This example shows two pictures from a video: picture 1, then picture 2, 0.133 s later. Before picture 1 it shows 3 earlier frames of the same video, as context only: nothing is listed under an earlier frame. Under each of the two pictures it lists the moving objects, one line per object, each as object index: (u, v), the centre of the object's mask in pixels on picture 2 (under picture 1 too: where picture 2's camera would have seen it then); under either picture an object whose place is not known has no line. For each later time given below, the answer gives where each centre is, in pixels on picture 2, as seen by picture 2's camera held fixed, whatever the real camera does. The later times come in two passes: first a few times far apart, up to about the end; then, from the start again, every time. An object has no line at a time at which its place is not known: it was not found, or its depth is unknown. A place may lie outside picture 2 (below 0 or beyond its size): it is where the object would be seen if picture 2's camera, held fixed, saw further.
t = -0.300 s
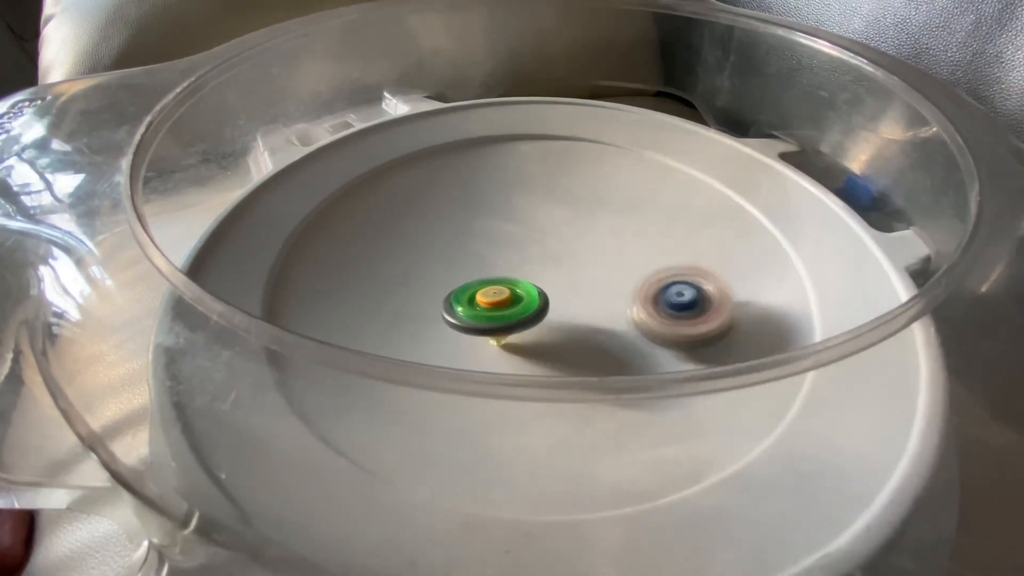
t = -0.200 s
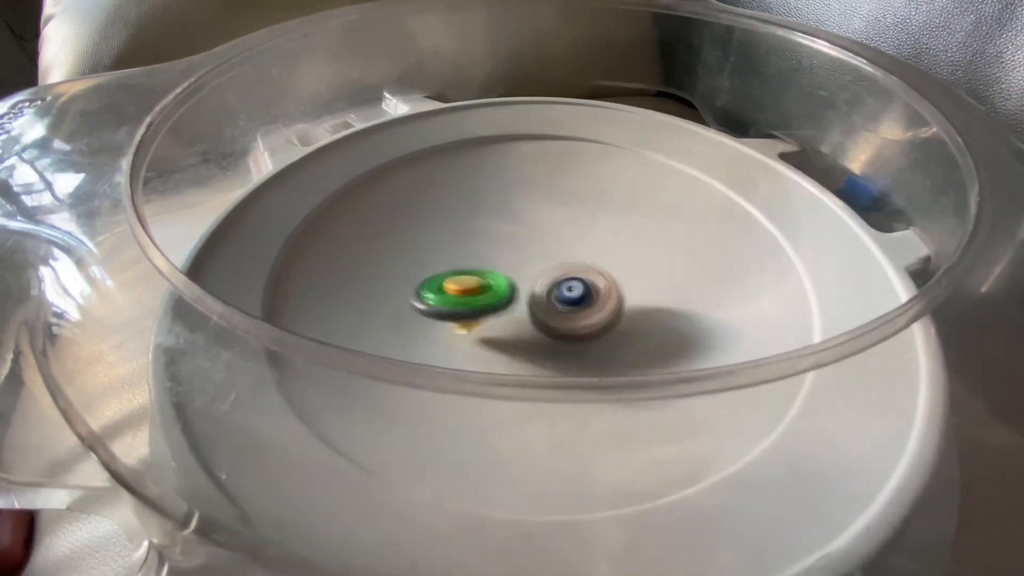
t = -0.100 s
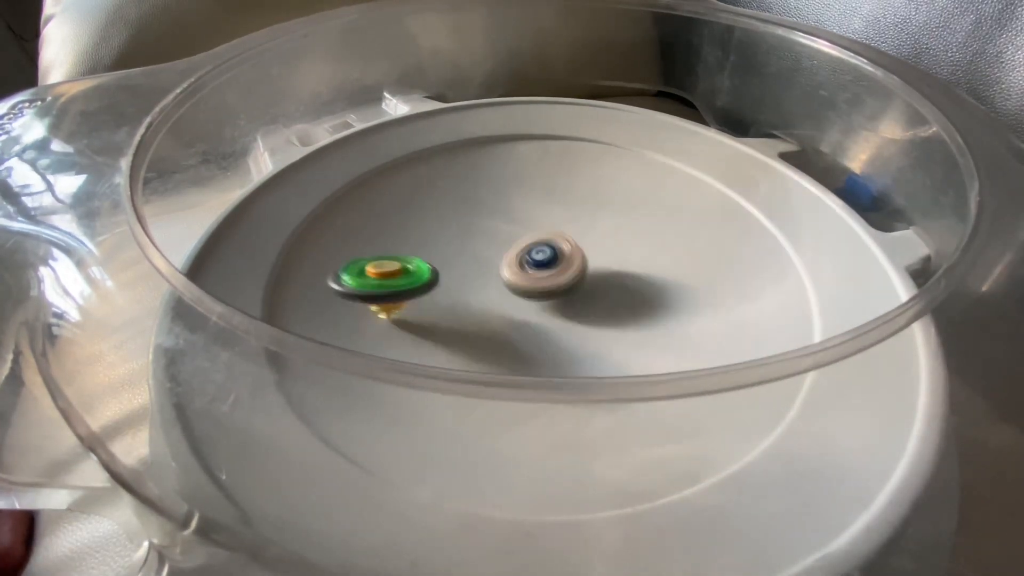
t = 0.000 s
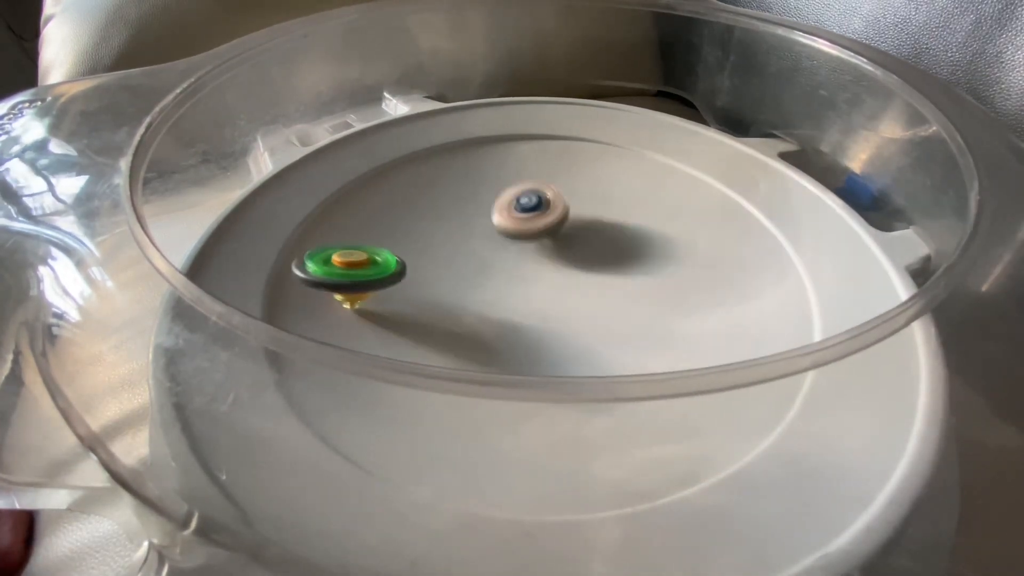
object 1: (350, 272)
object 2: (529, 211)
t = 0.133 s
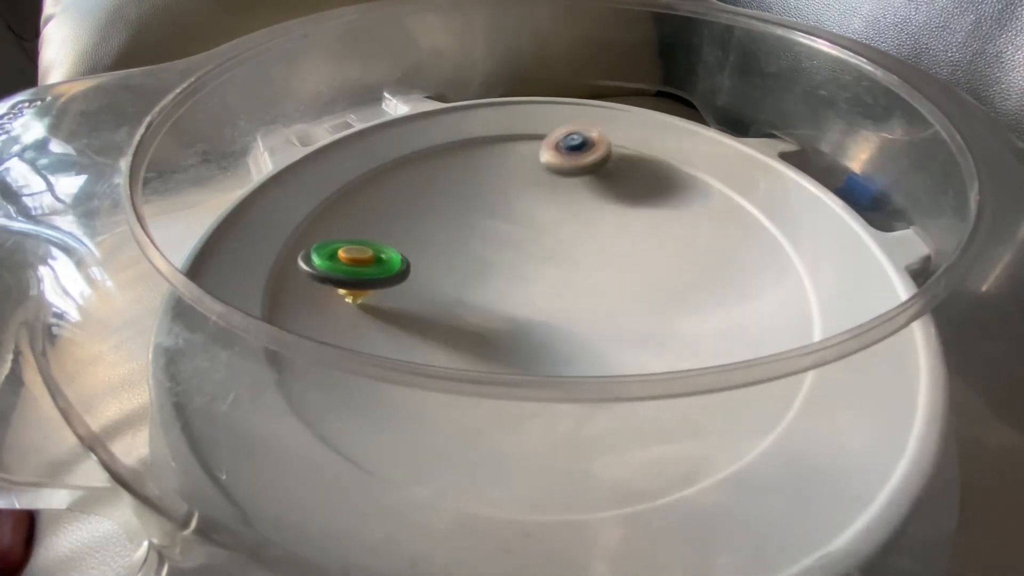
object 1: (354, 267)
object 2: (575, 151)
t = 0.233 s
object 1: (387, 262)
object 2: (638, 139)
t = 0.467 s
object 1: (486, 237)
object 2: (699, 253)
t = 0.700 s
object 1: (532, 199)
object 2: (476, 264)
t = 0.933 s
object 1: (546, 171)
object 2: (468, 142)
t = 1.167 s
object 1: (619, 246)
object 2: (609, 156)
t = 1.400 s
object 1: (722, 322)
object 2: (621, 285)
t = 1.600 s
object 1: (749, 274)
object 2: (425, 298)
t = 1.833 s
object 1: (739, 229)
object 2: (396, 172)
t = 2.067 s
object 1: (728, 225)
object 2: (574, 167)
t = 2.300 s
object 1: (809, 277)
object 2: (602, 255)
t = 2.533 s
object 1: (798, 312)
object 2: (441, 327)
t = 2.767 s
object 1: (771, 351)
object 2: (414, 210)
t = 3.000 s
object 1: (663, 342)
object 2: (608, 214)
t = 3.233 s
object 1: (551, 325)
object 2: (682, 340)
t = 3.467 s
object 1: (480, 288)
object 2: (429, 422)
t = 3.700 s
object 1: (487, 187)
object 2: (431, 252)
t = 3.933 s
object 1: (614, 163)
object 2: (563, 201)
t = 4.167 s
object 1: (685, 125)
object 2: (596, 283)
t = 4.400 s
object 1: (614, 141)
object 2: (671, 276)
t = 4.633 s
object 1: (548, 188)
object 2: (618, 281)
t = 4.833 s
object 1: (502, 148)
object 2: (675, 303)
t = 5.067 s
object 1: (495, 145)
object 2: (576, 326)
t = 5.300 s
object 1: (527, 153)
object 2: (555, 213)
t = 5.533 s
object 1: (558, 162)
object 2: (681, 183)
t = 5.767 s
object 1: (597, 196)
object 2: (699, 284)
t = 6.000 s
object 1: (635, 229)
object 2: (503, 269)
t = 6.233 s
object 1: (655, 264)
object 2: (509, 167)
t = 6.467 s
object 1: (659, 300)
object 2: (645, 170)
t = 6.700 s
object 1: (638, 345)
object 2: (643, 263)
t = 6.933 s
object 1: (529, 514)
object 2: (529, 226)
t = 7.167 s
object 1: (450, 466)
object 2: (486, 225)
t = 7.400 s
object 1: (469, 339)
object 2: (510, 228)
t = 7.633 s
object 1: (462, 287)
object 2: (604, 223)
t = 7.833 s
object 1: (499, 252)
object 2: (656, 290)
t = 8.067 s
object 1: (523, 201)
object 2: (507, 325)
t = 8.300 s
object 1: (566, 175)
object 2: (496, 225)
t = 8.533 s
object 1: (716, 129)
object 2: (500, 232)
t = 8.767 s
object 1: (758, 169)
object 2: (572, 274)
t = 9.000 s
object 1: (837, 211)
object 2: (477, 294)
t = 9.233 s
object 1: (874, 255)
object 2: (548, 236)
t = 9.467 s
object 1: (838, 293)
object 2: (652, 292)
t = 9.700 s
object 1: (728, 332)
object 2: (540, 339)
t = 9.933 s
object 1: (584, 327)
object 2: (517, 245)
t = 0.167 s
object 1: (363, 266)
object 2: (595, 142)
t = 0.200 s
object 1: (374, 264)
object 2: (619, 134)
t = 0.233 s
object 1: (387, 262)
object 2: (638, 139)
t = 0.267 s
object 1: (401, 260)
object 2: (655, 153)
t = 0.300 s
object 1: (415, 257)
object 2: (675, 162)
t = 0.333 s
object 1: (431, 254)
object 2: (695, 173)
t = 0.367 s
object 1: (446, 249)
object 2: (711, 188)
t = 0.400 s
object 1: (460, 246)
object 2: (716, 209)
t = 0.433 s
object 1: (474, 241)
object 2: (713, 231)
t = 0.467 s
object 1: (486, 237)
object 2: (699, 253)
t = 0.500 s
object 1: (497, 233)
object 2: (675, 271)
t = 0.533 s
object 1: (506, 227)
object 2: (640, 285)
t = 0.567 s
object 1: (513, 221)
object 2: (605, 291)
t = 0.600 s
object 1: (519, 216)
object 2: (570, 293)
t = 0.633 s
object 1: (524, 210)
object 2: (533, 289)
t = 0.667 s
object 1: (529, 204)
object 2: (501, 279)
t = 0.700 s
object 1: (532, 199)
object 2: (476, 264)
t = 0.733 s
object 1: (534, 194)
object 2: (457, 245)
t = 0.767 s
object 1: (537, 189)
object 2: (444, 227)
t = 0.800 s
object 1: (539, 186)
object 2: (438, 208)
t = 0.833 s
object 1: (540, 182)
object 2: (438, 190)
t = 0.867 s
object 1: (543, 178)
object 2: (444, 172)
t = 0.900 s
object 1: (545, 173)
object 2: (454, 156)
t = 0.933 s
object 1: (546, 171)
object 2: (468, 142)
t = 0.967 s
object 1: (549, 168)
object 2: (486, 131)
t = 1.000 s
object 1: (551, 165)
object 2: (506, 123)
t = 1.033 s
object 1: (557, 165)
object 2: (528, 119)
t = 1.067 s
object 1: (571, 184)
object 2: (546, 128)
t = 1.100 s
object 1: (586, 200)
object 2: (564, 139)
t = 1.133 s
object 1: (602, 228)
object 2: (585, 147)
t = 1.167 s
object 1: (619, 246)
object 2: (609, 156)
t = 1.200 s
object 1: (636, 267)
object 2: (630, 167)
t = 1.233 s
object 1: (654, 287)
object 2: (647, 183)
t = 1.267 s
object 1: (672, 301)
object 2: (658, 201)
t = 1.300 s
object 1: (688, 316)
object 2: (661, 222)
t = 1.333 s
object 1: (701, 322)
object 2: (655, 244)
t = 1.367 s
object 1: (712, 323)
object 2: (641, 264)
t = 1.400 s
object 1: (722, 322)
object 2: (621, 285)
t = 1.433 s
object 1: (730, 318)
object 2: (593, 299)
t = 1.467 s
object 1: (737, 313)
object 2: (561, 309)
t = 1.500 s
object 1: (742, 306)
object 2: (526, 316)
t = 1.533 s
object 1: (745, 296)
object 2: (489, 315)
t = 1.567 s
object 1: (747, 285)
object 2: (455, 310)
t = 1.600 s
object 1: (749, 274)
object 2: (425, 298)
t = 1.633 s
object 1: (749, 265)
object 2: (400, 283)
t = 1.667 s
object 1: (747, 257)
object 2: (381, 264)
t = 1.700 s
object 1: (747, 249)
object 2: (369, 245)
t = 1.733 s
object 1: (745, 243)
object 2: (365, 223)
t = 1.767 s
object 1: (744, 237)
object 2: (368, 204)
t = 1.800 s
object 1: (742, 232)
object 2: (379, 186)
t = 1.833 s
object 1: (739, 229)
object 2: (396, 172)
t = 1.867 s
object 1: (738, 226)
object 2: (417, 160)
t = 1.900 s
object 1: (736, 225)
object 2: (440, 153)
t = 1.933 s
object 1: (736, 223)
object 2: (466, 148)
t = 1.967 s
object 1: (734, 223)
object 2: (493, 148)
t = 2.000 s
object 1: (732, 223)
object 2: (521, 151)
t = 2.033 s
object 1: (730, 224)
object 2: (547, 157)
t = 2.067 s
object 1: (728, 225)
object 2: (574, 167)
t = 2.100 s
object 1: (726, 226)
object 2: (600, 180)
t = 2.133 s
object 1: (722, 227)
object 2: (623, 195)
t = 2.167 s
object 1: (724, 228)
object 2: (638, 209)
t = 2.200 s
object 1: (759, 244)
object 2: (627, 216)
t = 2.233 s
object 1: (789, 256)
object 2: (616, 226)
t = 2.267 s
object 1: (810, 267)
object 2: (610, 239)
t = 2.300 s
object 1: (809, 277)
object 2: (602, 255)
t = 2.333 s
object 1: (806, 285)
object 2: (595, 273)
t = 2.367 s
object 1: (803, 292)
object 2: (581, 292)
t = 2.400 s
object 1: (802, 296)
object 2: (561, 307)
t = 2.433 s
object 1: (800, 301)
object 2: (536, 321)
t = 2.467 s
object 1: (800, 305)
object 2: (505, 329)
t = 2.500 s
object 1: (799, 309)
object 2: (473, 332)
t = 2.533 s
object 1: (798, 312)
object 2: (441, 327)
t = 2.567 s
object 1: (798, 315)
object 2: (412, 318)
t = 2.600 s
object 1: (794, 318)
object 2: (391, 302)
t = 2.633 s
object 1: (788, 321)
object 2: (377, 282)
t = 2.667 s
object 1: (782, 324)
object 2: (374, 261)
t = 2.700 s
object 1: (784, 341)
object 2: (380, 241)
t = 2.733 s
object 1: (778, 347)
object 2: (394, 224)
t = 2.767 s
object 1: (771, 351)
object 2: (414, 210)
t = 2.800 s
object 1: (762, 354)
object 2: (438, 200)
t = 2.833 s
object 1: (749, 354)
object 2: (465, 194)
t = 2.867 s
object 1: (734, 351)
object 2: (493, 192)
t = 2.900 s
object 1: (713, 341)
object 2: (522, 193)
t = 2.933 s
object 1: (696, 342)
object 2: (550, 197)
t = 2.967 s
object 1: (680, 342)
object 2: (580, 205)
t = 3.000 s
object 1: (663, 342)
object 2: (608, 214)
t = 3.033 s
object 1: (646, 342)
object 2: (633, 226)
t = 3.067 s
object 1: (629, 341)
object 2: (654, 241)
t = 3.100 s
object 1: (613, 339)
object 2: (673, 260)
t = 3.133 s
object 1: (597, 337)
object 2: (688, 280)
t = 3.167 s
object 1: (581, 333)
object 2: (694, 303)
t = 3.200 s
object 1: (566, 329)
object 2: (694, 325)
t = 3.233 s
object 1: (551, 325)
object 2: (682, 340)
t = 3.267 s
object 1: (537, 321)
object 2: (670, 369)
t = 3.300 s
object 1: (525, 318)
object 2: (646, 404)
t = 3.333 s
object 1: (513, 312)
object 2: (611, 436)
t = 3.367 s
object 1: (503, 307)
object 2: (567, 441)
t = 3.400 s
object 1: (494, 301)
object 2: (522, 442)
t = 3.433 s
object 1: (486, 294)
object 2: (473, 436)
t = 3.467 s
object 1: (480, 288)
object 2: (429, 422)
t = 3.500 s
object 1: (474, 281)
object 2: (402, 388)
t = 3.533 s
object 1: (470, 274)
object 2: (394, 348)
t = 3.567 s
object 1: (467, 268)
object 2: (387, 325)
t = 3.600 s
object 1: (465, 262)
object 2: (387, 304)
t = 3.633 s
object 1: (466, 234)
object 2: (398, 281)
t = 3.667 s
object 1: (474, 202)
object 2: (411, 265)
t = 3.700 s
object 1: (487, 187)
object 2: (431, 252)
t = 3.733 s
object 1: (502, 189)
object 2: (452, 238)
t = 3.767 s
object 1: (530, 190)
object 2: (463, 231)
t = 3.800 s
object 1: (553, 175)
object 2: (479, 223)
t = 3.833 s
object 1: (574, 153)
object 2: (498, 219)
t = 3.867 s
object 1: (595, 146)
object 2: (519, 213)
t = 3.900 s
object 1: (609, 154)
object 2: (540, 208)
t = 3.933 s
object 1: (614, 163)
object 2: (563, 201)
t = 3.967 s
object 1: (629, 158)
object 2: (572, 209)
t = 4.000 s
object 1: (647, 142)
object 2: (572, 227)
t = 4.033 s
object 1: (666, 135)
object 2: (573, 246)
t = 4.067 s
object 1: (679, 128)
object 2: (577, 260)
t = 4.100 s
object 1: (685, 127)
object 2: (582, 272)
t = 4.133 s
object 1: (687, 126)
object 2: (588, 280)
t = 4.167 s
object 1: (685, 125)
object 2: (596, 283)
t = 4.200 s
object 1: (680, 125)
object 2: (604, 281)
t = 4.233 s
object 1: (674, 123)
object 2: (617, 277)
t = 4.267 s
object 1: (666, 123)
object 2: (631, 273)
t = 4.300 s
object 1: (654, 125)
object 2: (645, 271)
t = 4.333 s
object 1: (641, 132)
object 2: (657, 270)
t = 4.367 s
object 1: (627, 136)
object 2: (666, 272)
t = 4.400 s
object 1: (614, 141)
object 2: (671, 276)
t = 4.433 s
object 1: (600, 146)
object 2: (672, 282)
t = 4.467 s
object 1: (589, 152)
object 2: (669, 287)
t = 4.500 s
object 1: (577, 160)
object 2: (663, 291)
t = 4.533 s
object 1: (568, 168)
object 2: (654, 292)
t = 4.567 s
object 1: (559, 175)
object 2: (642, 290)
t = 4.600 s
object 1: (553, 182)
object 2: (630, 285)
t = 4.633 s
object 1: (548, 188)
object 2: (618, 281)
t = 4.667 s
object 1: (546, 192)
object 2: (609, 273)
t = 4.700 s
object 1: (546, 197)
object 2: (601, 264)
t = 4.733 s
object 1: (546, 201)
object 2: (598, 256)
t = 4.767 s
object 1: (529, 181)
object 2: (623, 271)
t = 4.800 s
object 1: (513, 161)
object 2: (651, 288)
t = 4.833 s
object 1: (502, 148)
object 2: (675, 303)
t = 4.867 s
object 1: (497, 141)
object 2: (690, 314)
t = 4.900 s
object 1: (494, 138)
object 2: (695, 324)
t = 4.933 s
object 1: (494, 136)
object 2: (687, 330)
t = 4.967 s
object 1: (493, 136)
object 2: (664, 335)
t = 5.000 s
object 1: (493, 138)
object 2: (636, 337)
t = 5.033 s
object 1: (493, 142)
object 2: (605, 336)
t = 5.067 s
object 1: (495, 145)
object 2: (576, 326)
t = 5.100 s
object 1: (499, 148)
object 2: (554, 310)
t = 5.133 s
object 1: (503, 151)
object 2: (539, 293)
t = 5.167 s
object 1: (508, 153)
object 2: (530, 273)
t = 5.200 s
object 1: (513, 155)
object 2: (530, 257)
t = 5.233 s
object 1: (518, 156)
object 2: (534, 238)
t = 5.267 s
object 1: (523, 158)
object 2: (543, 221)
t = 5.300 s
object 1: (527, 153)
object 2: (555, 213)
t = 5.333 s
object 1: (532, 149)
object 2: (567, 207)
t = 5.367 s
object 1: (535, 150)
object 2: (582, 200)
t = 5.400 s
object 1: (540, 151)
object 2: (597, 194)
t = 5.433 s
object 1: (545, 153)
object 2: (614, 188)
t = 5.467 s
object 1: (549, 155)
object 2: (635, 182)
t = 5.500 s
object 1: (554, 158)
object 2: (658, 181)
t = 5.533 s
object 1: (558, 162)
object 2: (681, 183)
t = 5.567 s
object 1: (562, 167)
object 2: (702, 189)
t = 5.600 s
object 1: (567, 171)
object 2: (720, 200)
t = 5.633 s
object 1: (571, 175)
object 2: (734, 215)
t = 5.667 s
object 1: (576, 180)
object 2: (738, 232)
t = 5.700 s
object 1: (582, 185)
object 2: (735, 252)
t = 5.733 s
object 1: (589, 191)
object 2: (722, 269)
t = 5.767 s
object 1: (597, 196)
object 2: (699, 284)
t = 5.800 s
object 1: (604, 202)
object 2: (672, 295)
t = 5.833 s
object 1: (612, 207)
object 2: (640, 301)
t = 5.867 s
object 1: (619, 212)
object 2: (607, 303)
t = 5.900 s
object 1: (625, 217)
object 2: (575, 301)
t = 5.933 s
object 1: (629, 221)
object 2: (548, 293)
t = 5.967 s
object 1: (632, 225)
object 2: (521, 283)
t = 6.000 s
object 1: (635, 229)
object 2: (503, 269)
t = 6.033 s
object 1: (639, 234)
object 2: (490, 253)
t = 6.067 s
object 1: (642, 238)
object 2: (482, 237)
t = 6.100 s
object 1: (646, 243)
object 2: (480, 221)
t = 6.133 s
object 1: (649, 249)
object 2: (481, 205)
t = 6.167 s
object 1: (652, 254)
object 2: (486, 191)
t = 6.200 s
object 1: (653, 259)
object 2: (495, 178)
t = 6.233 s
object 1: (655, 264)
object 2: (509, 167)
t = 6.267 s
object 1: (656, 269)
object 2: (525, 159)
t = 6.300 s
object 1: (658, 275)
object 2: (545, 154)
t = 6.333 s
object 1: (660, 280)
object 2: (565, 151)
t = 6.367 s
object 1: (661, 286)
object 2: (586, 151)
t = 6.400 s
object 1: (661, 291)
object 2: (607, 154)
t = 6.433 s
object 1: (660, 296)
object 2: (628, 161)
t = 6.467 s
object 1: (659, 300)
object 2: (645, 170)
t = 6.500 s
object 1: (658, 305)
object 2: (659, 182)
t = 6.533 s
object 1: (657, 310)
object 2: (670, 198)
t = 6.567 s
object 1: (654, 315)
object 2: (675, 214)
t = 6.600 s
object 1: (651, 319)
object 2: (674, 232)
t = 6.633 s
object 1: (647, 323)
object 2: (668, 250)
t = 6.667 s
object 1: (643, 328)
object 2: (657, 263)
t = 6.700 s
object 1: (638, 345)
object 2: (643, 263)
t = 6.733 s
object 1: (628, 419)
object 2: (626, 250)
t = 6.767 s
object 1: (610, 458)
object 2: (605, 236)
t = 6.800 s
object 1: (592, 480)
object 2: (586, 228)
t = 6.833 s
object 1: (570, 501)
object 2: (567, 223)
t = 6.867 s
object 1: (555, 509)
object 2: (551, 221)
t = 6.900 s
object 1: (541, 512)
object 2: (539, 223)
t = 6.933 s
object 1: (529, 514)
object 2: (529, 226)
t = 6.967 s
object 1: (515, 514)
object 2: (521, 228)
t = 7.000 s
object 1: (501, 514)
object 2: (513, 229)
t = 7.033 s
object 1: (487, 511)
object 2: (507, 229)
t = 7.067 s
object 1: (474, 506)
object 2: (500, 229)
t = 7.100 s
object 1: (464, 493)
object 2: (494, 229)
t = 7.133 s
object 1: (455, 481)
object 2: (490, 227)
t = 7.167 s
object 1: (450, 466)
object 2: (486, 225)
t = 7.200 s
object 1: (446, 451)
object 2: (486, 223)
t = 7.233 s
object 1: (444, 438)
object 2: (488, 222)
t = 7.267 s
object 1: (443, 424)
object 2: (491, 222)
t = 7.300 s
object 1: (446, 413)
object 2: (495, 221)
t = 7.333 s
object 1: (460, 369)
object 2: (500, 222)
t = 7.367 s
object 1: (465, 350)
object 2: (504, 224)
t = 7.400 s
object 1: (469, 339)
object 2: (510, 228)
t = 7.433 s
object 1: (475, 321)
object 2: (517, 233)
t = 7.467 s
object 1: (479, 303)
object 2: (522, 238)
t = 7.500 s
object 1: (483, 288)
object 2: (528, 244)
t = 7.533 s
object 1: (474, 279)
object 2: (546, 237)
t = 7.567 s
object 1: (464, 279)
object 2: (565, 228)
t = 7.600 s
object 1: (459, 290)
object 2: (585, 225)
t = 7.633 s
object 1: (462, 287)
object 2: (604, 223)
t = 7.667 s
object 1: (468, 285)
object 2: (621, 226)
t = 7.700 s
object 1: (476, 281)
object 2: (636, 233)
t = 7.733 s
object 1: (483, 275)
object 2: (648, 244)
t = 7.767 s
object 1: (489, 267)
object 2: (655, 258)
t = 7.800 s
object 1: (495, 260)
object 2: (659, 274)
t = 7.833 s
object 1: (499, 252)
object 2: (656, 290)
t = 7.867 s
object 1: (502, 244)
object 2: (645, 305)
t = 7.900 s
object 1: (505, 235)
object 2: (630, 320)
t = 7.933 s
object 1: (507, 227)
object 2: (609, 331)
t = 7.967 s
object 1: (511, 219)
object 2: (584, 336)
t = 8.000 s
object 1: (514, 213)
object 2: (557, 337)
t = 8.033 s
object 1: (519, 206)
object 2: (531, 333)
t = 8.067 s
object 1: (523, 201)
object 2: (507, 325)
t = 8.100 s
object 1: (529, 195)
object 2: (488, 312)
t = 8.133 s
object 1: (534, 191)
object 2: (475, 297)
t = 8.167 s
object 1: (540, 186)
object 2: (469, 280)
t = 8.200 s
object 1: (546, 183)
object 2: (470, 264)
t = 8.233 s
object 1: (552, 179)
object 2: (475, 249)
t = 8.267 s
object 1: (559, 177)
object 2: (484, 236)
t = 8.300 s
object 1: (566, 175)
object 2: (496, 225)
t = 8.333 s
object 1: (574, 173)
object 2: (512, 215)
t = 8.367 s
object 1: (606, 159)
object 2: (503, 218)
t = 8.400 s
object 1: (637, 145)
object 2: (493, 224)
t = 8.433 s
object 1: (661, 133)
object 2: (487, 228)
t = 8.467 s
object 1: (679, 133)
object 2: (488, 231)
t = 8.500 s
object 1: (697, 131)
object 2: (492, 232)
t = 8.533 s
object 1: (716, 129)
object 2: (500, 232)
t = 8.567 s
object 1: (733, 126)
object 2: (512, 230)
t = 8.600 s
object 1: (736, 133)
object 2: (527, 232)
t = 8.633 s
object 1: (739, 140)
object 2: (541, 236)
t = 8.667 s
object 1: (742, 148)
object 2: (555, 243)
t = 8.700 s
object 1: (747, 155)
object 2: (566, 252)
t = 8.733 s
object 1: (752, 161)
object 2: (572, 262)
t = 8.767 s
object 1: (758, 169)
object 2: (572, 274)
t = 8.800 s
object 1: (767, 175)
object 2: (568, 286)
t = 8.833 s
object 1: (776, 182)
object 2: (558, 296)
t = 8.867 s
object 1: (786, 188)
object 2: (544, 304)
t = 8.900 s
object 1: (798, 194)
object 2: (525, 308)
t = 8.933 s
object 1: (811, 200)
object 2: (507, 308)
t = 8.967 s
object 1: (825, 205)
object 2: (490, 303)
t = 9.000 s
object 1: (837, 211)
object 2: (477, 294)
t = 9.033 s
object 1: (848, 217)
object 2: (471, 282)
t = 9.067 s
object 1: (858, 224)
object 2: (472, 270)
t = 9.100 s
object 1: (868, 230)
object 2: (479, 258)
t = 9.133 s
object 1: (877, 236)
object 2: (492, 248)
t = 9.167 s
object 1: (876, 242)
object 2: (509, 241)
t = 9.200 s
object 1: (876, 249)
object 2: (528, 237)
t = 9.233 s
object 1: (874, 255)
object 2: (548, 236)
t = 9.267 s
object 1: (872, 261)
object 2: (569, 237)
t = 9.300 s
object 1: (869, 265)
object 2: (588, 240)
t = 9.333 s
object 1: (864, 270)
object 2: (607, 246)
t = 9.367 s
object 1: (858, 276)
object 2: (623, 254)
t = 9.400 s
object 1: (853, 281)
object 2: (637, 265)
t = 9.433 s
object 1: (845, 287)
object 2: (646, 278)
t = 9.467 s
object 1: (838, 293)
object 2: (652, 292)
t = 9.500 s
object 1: (829, 299)
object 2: (651, 307)
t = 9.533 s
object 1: (819, 306)
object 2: (644, 321)
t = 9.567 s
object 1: (806, 312)
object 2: (631, 334)
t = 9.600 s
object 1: (788, 321)
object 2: (611, 340)
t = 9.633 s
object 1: (770, 325)
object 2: (587, 343)
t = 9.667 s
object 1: (749, 330)
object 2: (564, 343)
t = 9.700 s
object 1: (728, 332)
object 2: (540, 339)
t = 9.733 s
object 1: (705, 332)
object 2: (519, 329)
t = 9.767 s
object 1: (684, 331)
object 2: (506, 316)
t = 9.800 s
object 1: (663, 333)
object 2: (498, 300)
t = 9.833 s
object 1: (642, 333)
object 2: (496, 285)
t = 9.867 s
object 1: (621, 333)
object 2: (498, 270)
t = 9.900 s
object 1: (601, 330)
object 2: (506, 256)
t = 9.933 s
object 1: (584, 327)
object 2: (517, 245)
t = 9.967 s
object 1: (567, 324)
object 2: (529, 235)
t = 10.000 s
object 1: (552, 320)
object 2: (545, 226)
